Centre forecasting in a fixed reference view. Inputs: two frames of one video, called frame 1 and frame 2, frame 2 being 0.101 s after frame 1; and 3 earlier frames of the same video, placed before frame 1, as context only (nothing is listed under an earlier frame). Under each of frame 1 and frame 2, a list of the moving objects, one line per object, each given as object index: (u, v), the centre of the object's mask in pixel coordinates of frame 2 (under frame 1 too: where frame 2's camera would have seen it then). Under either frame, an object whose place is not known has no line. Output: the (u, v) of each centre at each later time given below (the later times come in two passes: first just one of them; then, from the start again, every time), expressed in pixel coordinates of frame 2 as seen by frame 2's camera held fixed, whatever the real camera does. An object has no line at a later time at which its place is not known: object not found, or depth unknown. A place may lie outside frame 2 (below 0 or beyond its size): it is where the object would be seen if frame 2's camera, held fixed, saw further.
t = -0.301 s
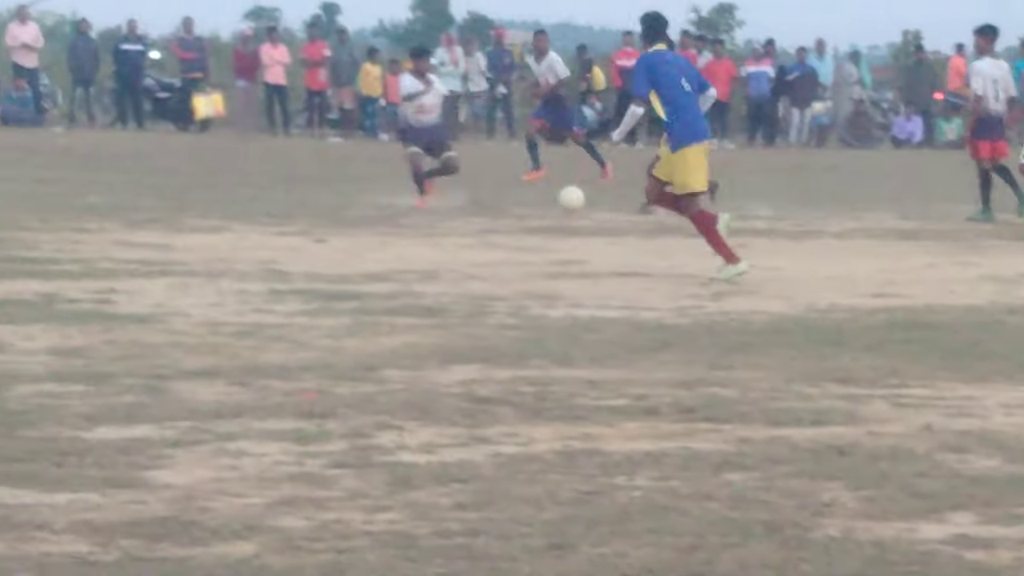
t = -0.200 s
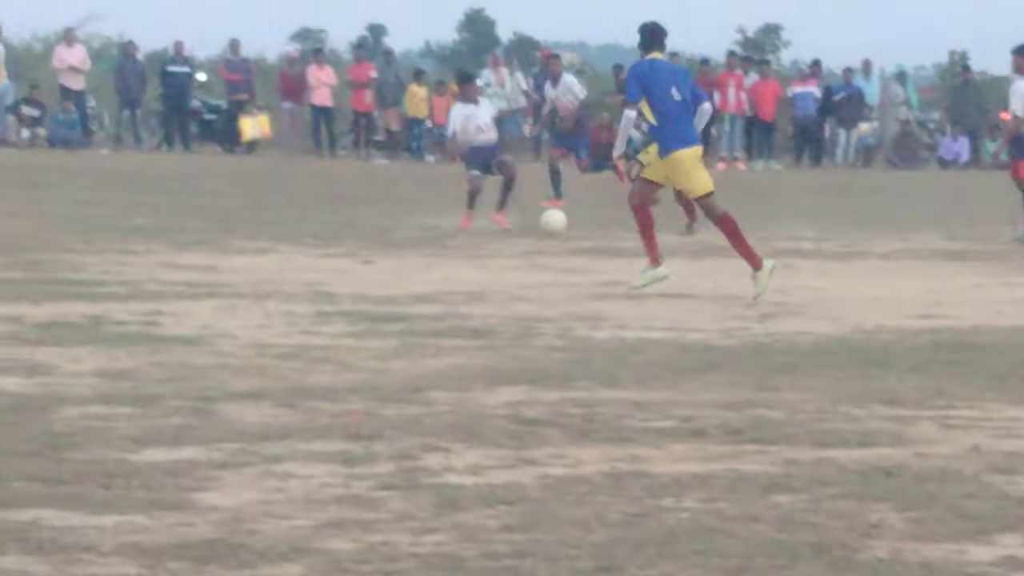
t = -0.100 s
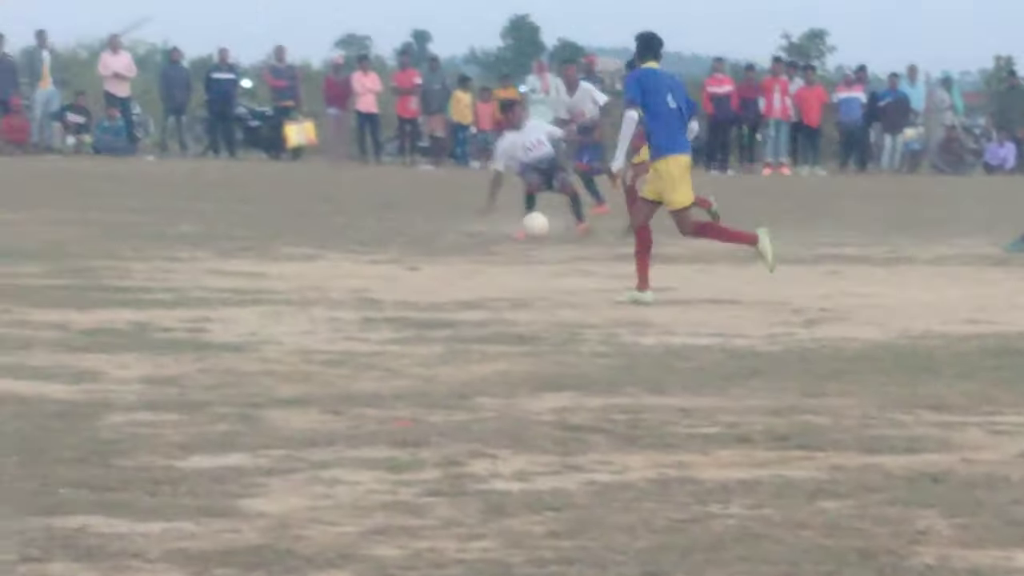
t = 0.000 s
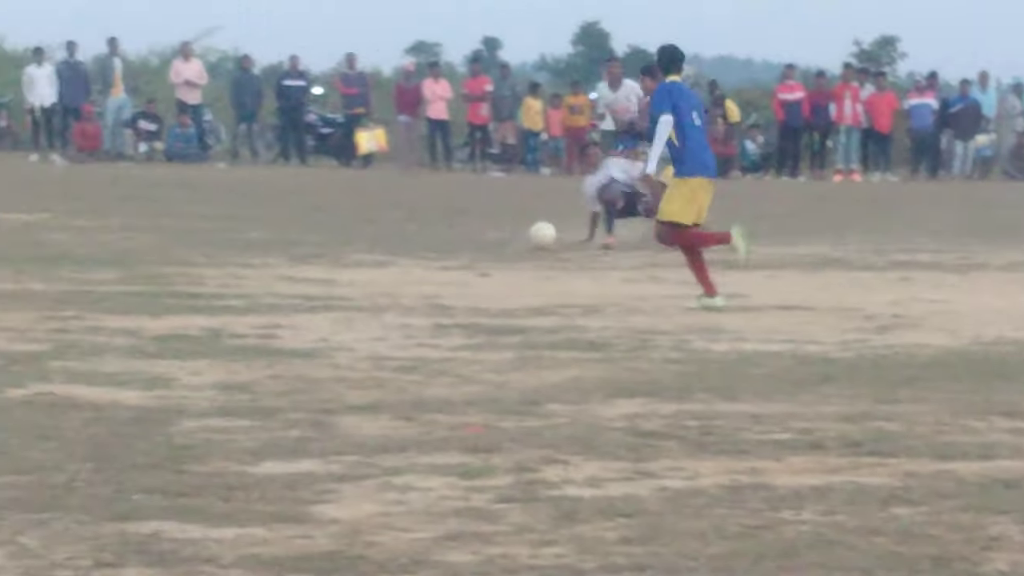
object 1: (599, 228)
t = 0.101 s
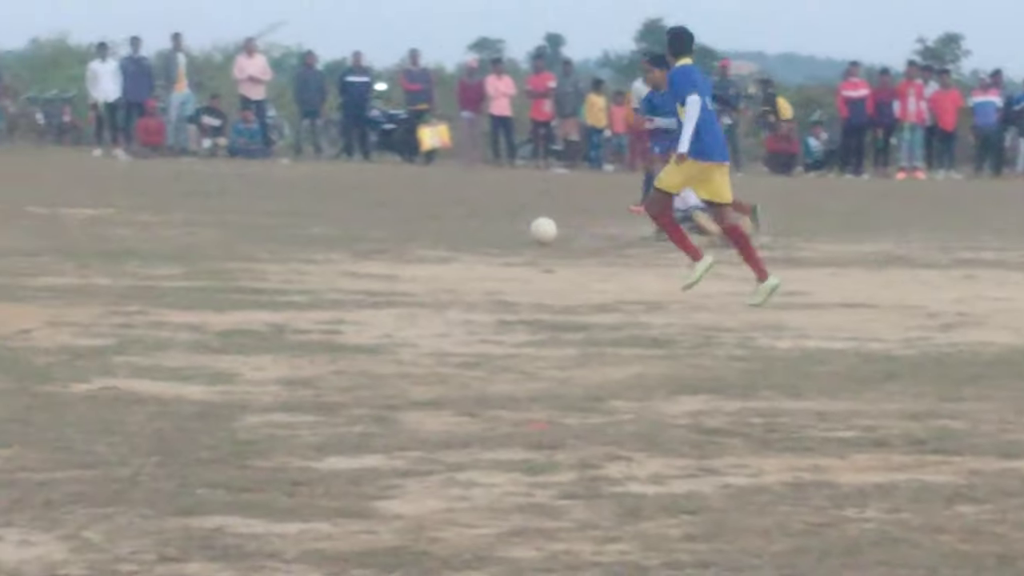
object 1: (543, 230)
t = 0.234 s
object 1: (466, 231)
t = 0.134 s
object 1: (524, 231)
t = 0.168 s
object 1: (505, 229)
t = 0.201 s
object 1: (486, 230)
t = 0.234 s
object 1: (466, 231)
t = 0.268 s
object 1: (445, 230)
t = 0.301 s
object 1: (426, 229)
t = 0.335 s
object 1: (407, 227)
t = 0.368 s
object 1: (387, 228)
